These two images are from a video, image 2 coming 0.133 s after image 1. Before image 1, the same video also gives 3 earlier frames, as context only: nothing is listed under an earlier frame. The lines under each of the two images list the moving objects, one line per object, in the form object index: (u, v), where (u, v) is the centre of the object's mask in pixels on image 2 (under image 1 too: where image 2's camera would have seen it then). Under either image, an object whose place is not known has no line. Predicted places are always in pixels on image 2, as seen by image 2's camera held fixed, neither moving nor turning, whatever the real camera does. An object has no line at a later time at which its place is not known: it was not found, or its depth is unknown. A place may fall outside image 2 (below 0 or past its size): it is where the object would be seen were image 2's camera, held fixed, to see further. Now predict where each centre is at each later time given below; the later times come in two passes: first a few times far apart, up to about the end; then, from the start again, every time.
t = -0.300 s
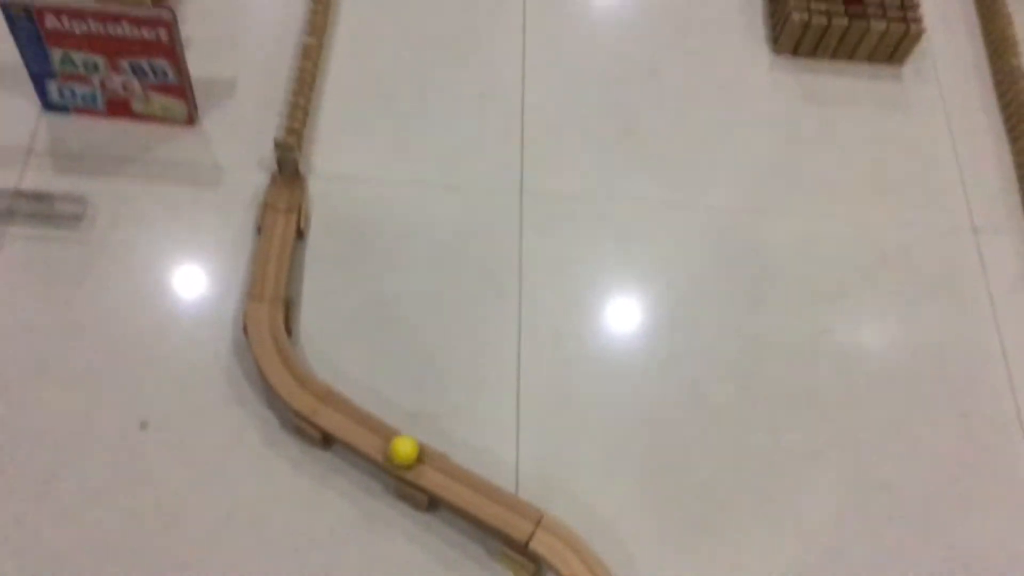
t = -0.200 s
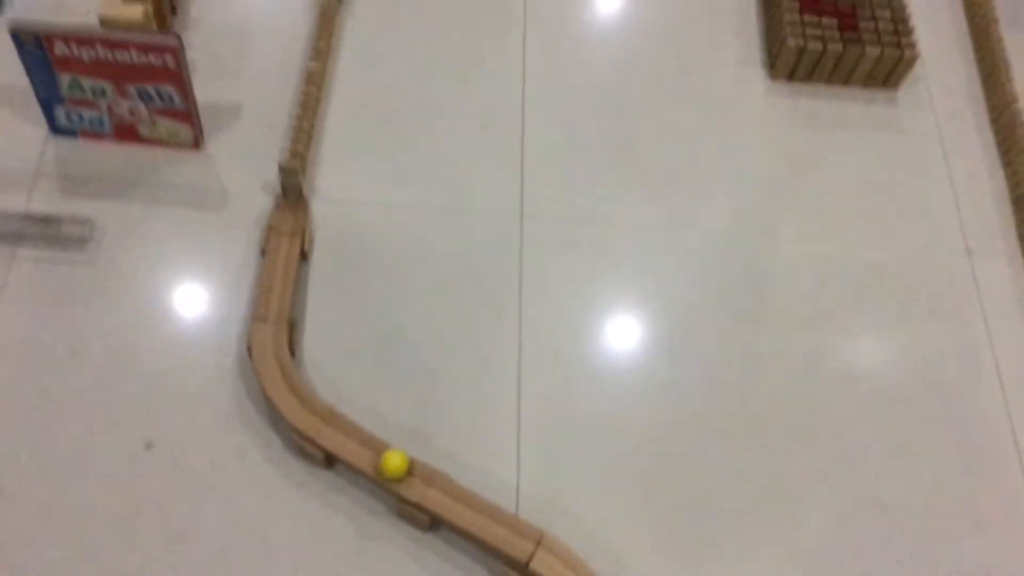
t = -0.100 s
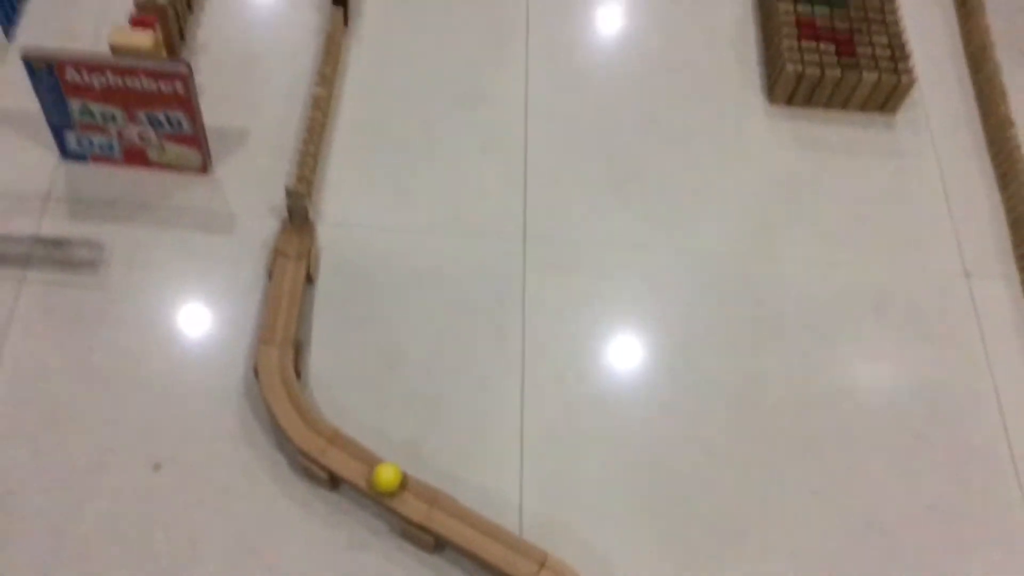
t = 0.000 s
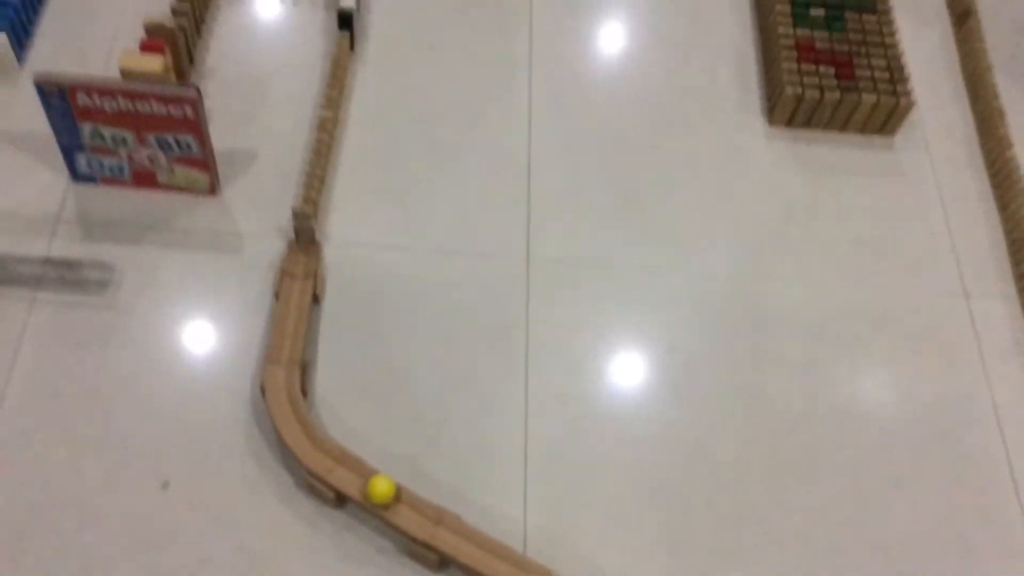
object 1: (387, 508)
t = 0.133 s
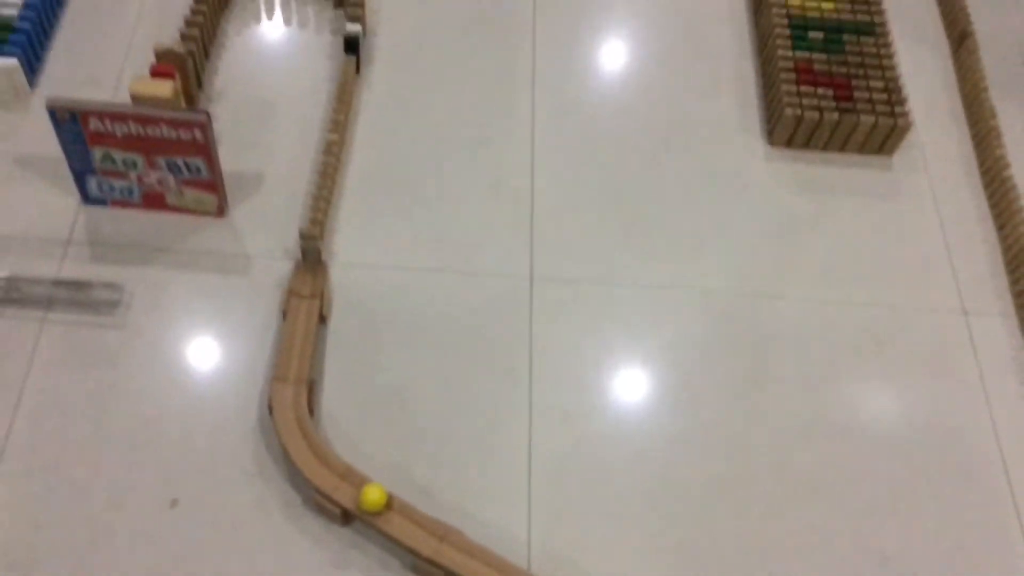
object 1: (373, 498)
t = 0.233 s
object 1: (363, 491)
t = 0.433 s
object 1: (343, 478)
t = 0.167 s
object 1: (370, 495)
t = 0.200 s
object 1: (366, 494)
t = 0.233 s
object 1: (363, 491)
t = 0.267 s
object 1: (360, 489)
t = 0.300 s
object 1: (357, 487)
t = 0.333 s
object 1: (352, 485)
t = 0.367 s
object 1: (350, 482)
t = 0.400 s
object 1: (346, 481)
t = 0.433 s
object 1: (343, 478)
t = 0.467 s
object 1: (340, 476)
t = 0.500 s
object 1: (337, 473)
